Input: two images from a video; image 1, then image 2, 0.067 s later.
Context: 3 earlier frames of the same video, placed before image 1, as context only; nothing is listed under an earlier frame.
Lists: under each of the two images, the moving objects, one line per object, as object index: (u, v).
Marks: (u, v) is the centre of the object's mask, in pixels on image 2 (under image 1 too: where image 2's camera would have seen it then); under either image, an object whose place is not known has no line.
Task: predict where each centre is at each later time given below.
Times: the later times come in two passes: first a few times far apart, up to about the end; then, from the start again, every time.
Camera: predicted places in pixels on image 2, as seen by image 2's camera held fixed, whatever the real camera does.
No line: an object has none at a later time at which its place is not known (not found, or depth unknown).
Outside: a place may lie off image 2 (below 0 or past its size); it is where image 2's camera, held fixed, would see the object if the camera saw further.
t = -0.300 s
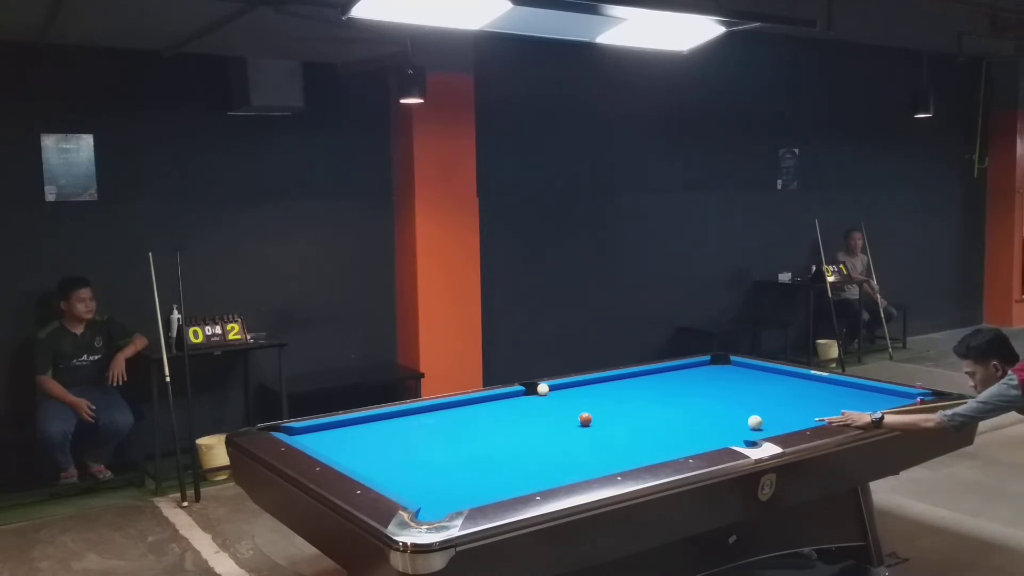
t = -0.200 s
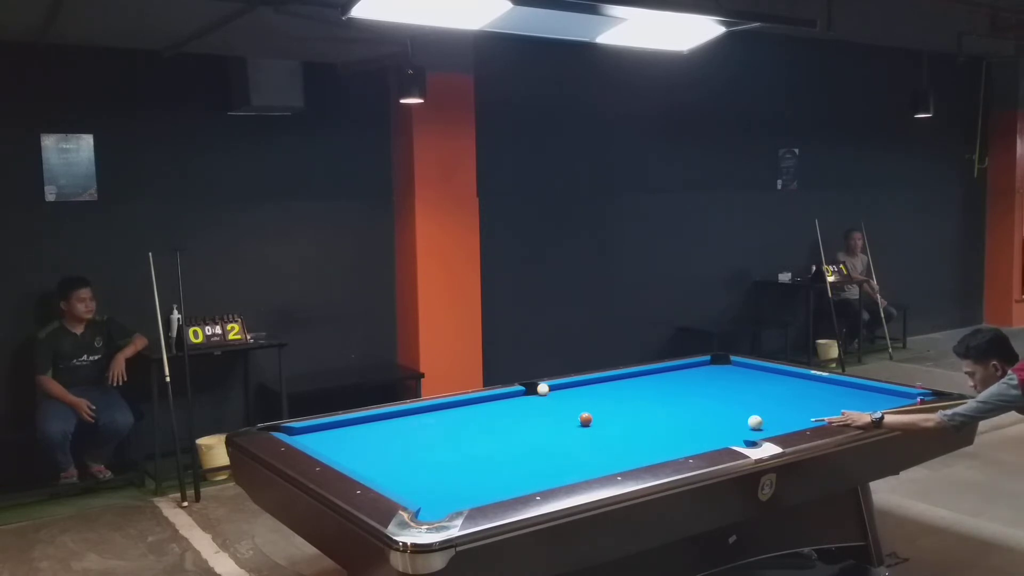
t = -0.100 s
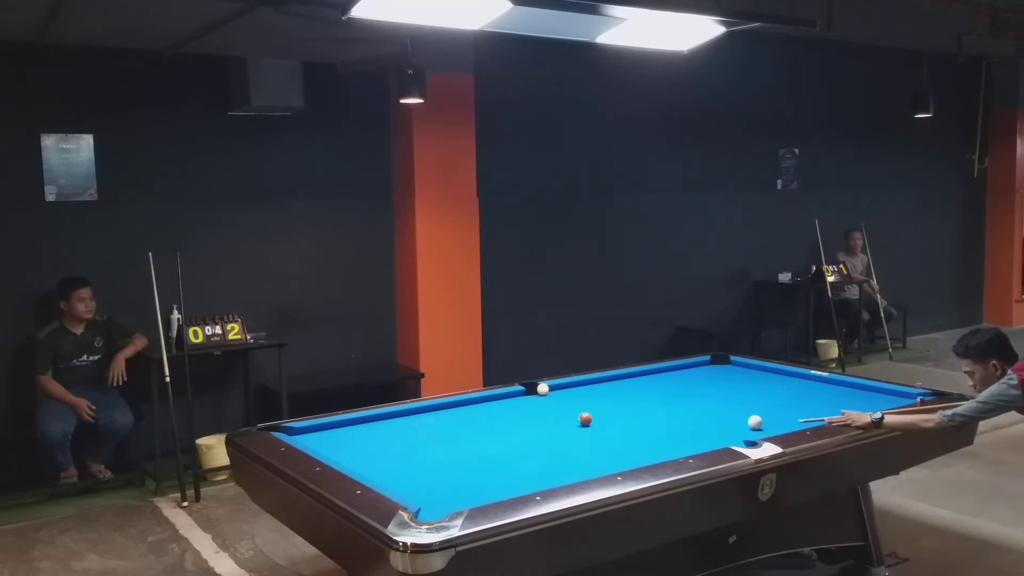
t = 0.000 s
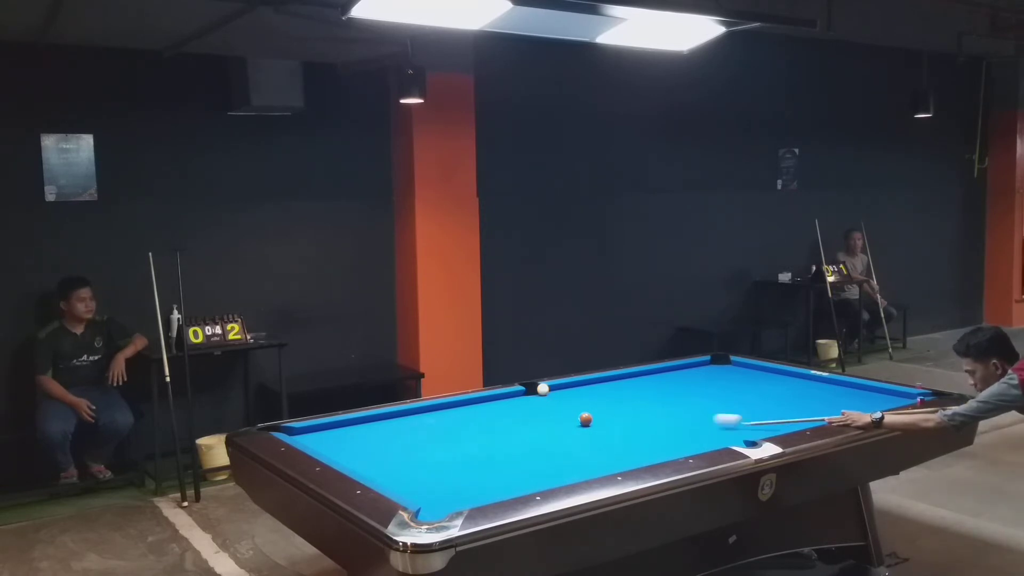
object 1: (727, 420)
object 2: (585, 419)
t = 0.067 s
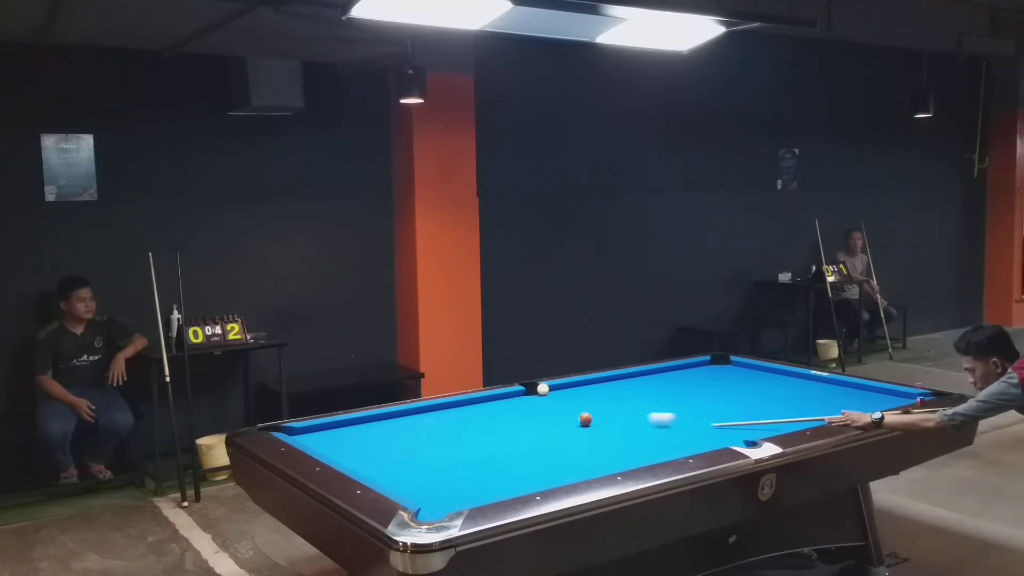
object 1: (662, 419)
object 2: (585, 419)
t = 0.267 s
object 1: (589, 412)
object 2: (483, 424)
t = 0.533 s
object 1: (573, 403)
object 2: (303, 432)
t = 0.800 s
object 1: (558, 396)
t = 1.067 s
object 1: (552, 390)
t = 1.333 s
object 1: (555, 388)
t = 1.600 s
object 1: (559, 387)
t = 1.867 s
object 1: (563, 386)
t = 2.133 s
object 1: (565, 386)
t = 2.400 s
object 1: (567, 387)
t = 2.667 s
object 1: (567, 386)
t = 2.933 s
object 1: (567, 387)
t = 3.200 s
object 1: (567, 387)
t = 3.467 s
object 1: (567, 387)
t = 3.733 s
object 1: (567, 387)
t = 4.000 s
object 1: (567, 387)
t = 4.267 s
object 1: (567, 387)
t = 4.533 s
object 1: (567, 387)
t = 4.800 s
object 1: (567, 387)
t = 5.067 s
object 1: (567, 387)
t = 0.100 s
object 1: (630, 419)
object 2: (585, 419)
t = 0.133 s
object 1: (602, 418)
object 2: (585, 419)
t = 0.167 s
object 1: (596, 417)
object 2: (560, 420)
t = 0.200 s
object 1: (594, 415)
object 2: (534, 421)
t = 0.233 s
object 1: (591, 414)
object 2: (508, 422)
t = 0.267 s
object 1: (589, 412)
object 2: (483, 424)
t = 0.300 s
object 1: (587, 411)
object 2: (458, 425)
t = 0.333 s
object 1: (585, 410)
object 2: (434, 426)
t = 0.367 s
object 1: (583, 409)
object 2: (411, 427)
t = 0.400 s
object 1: (581, 408)
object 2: (389, 428)
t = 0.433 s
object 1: (579, 407)
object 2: (366, 429)
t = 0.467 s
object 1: (577, 405)
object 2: (344, 430)
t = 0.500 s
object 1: (575, 404)
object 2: (323, 431)
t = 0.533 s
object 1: (573, 403)
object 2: (303, 432)
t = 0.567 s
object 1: (571, 402)
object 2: (283, 430)
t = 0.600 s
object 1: (569, 401)
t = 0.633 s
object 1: (567, 400)
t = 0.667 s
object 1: (565, 399)
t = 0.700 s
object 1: (563, 398)
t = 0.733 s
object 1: (562, 397)
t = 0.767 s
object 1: (560, 396)
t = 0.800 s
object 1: (558, 396)
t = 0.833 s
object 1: (557, 395)
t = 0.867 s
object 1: (555, 394)
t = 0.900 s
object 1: (553, 393)
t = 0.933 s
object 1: (552, 392)
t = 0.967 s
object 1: (551, 391)
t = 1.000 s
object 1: (551, 391)
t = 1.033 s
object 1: (552, 391)
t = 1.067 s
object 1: (552, 390)
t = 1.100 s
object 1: (553, 390)
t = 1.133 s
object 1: (553, 390)
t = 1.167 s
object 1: (554, 390)
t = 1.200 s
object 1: (554, 389)
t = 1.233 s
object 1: (554, 389)
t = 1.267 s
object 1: (555, 389)
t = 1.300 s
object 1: (555, 388)
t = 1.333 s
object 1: (555, 388)
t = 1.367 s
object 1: (556, 388)
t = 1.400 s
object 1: (556, 387)
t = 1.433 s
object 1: (556, 387)
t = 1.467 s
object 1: (556, 387)
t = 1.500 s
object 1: (557, 387)
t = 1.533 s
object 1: (557, 387)
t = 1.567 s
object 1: (558, 387)
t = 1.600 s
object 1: (559, 387)
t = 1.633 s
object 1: (559, 387)
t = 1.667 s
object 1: (560, 387)
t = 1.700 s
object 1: (560, 387)
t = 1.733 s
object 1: (561, 387)
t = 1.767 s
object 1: (561, 387)
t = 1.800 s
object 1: (562, 387)
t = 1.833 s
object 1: (562, 387)
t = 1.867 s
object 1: (563, 386)
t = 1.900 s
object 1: (563, 386)
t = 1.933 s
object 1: (563, 387)
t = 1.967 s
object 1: (564, 386)
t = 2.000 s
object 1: (564, 387)
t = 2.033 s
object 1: (565, 387)
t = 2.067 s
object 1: (565, 387)
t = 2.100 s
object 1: (565, 386)
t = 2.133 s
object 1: (565, 386)
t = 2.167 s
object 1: (566, 386)
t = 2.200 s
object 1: (566, 386)
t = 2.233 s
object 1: (566, 387)
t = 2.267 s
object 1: (566, 387)
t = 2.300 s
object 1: (566, 386)
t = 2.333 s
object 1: (567, 387)
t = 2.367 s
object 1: (567, 387)
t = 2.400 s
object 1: (567, 387)
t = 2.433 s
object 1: (567, 386)
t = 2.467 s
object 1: (567, 387)
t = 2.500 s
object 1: (567, 386)
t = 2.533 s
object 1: (567, 387)
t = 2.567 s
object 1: (567, 386)
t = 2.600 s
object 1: (567, 386)
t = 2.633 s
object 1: (567, 386)
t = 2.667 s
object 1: (567, 386)
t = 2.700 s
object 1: (567, 387)
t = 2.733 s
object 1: (567, 387)
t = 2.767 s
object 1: (567, 387)
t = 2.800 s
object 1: (567, 387)
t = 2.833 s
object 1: (567, 387)
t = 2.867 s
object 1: (567, 387)
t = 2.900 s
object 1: (567, 387)
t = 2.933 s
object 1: (567, 387)
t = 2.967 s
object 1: (567, 387)
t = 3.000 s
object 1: (567, 387)
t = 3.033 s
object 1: (567, 387)
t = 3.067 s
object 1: (567, 387)
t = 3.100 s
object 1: (567, 387)
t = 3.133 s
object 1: (567, 387)
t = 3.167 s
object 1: (567, 387)
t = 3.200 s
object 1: (567, 387)
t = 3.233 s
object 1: (567, 387)
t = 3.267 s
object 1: (567, 387)
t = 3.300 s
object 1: (567, 387)
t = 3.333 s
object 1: (567, 387)
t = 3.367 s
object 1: (567, 387)
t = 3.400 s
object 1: (567, 387)
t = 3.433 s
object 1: (567, 387)
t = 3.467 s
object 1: (567, 387)
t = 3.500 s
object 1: (567, 387)
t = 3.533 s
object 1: (567, 387)
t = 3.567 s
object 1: (567, 387)
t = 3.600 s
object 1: (567, 387)
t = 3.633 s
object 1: (567, 387)
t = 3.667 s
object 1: (567, 387)
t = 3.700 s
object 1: (567, 387)
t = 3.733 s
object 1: (567, 387)
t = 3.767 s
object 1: (567, 387)
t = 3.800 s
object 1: (567, 387)
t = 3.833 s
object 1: (567, 387)
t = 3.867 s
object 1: (567, 387)
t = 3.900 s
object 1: (567, 387)
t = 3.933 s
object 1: (567, 387)
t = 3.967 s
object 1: (567, 387)
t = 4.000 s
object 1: (567, 387)
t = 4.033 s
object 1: (567, 387)
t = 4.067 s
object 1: (567, 387)
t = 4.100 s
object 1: (567, 387)
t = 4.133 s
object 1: (567, 387)
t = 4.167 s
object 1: (567, 387)
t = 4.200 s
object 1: (567, 387)
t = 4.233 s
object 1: (567, 387)
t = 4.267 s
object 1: (567, 387)
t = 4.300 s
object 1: (567, 387)
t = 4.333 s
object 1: (567, 387)
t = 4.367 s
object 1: (567, 387)
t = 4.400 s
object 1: (567, 387)
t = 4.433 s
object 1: (567, 387)
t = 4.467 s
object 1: (567, 387)
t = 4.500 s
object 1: (567, 387)
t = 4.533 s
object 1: (567, 387)
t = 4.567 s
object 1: (567, 387)
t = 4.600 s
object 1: (567, 387)
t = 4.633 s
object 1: (567, 387)
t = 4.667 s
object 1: (567, 387)
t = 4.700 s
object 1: (567, 387)
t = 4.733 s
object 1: (567, 387)
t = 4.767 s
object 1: (567, 387)
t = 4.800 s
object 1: (567, 387)
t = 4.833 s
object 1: (567, 387)
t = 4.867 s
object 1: (567, 387)
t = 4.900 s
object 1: (567, 387)
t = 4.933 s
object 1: (567, 387)
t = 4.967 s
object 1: (567, 386)
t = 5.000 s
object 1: (567, 387)
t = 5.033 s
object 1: (567, 387)
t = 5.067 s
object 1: (567, 387)
